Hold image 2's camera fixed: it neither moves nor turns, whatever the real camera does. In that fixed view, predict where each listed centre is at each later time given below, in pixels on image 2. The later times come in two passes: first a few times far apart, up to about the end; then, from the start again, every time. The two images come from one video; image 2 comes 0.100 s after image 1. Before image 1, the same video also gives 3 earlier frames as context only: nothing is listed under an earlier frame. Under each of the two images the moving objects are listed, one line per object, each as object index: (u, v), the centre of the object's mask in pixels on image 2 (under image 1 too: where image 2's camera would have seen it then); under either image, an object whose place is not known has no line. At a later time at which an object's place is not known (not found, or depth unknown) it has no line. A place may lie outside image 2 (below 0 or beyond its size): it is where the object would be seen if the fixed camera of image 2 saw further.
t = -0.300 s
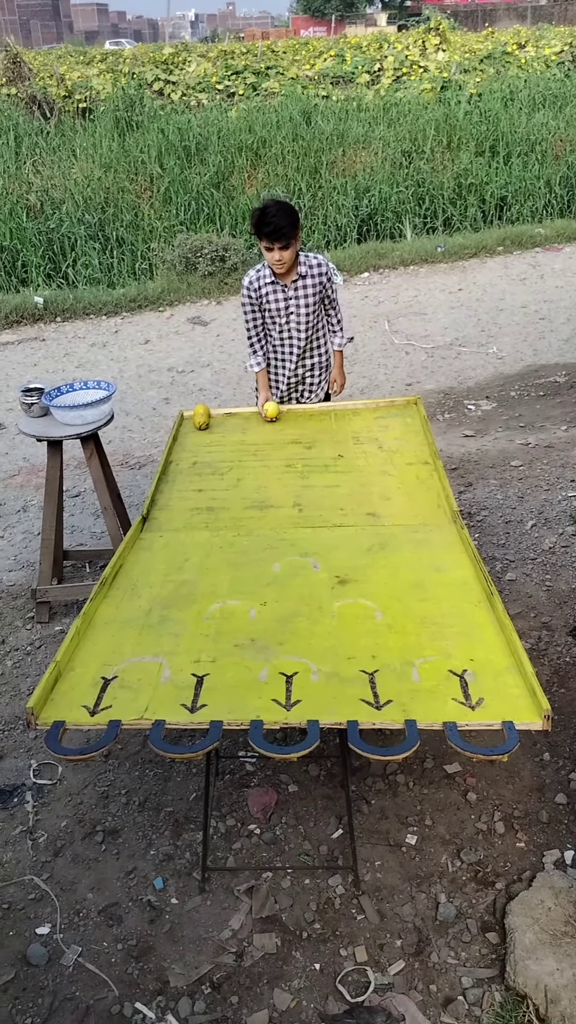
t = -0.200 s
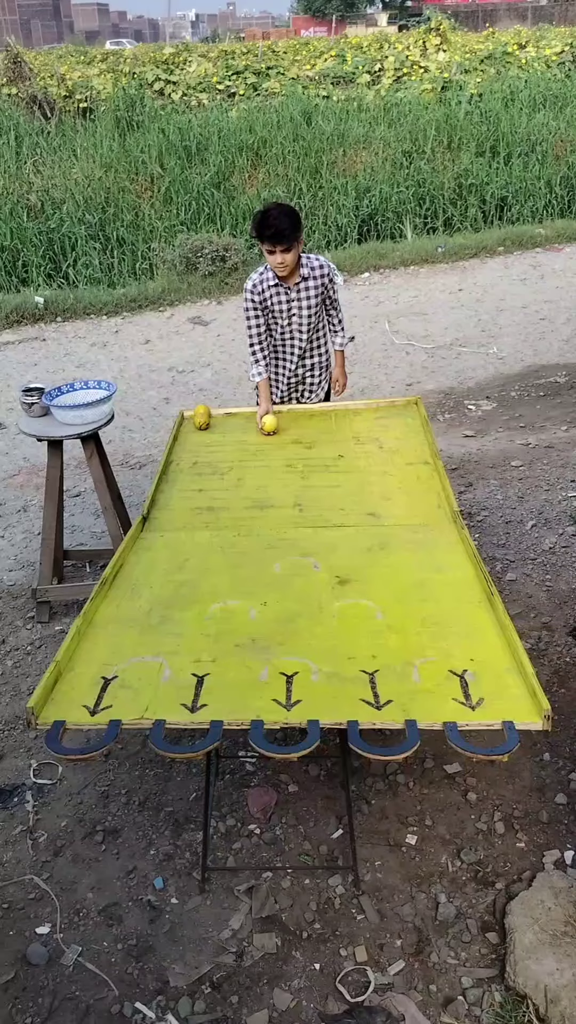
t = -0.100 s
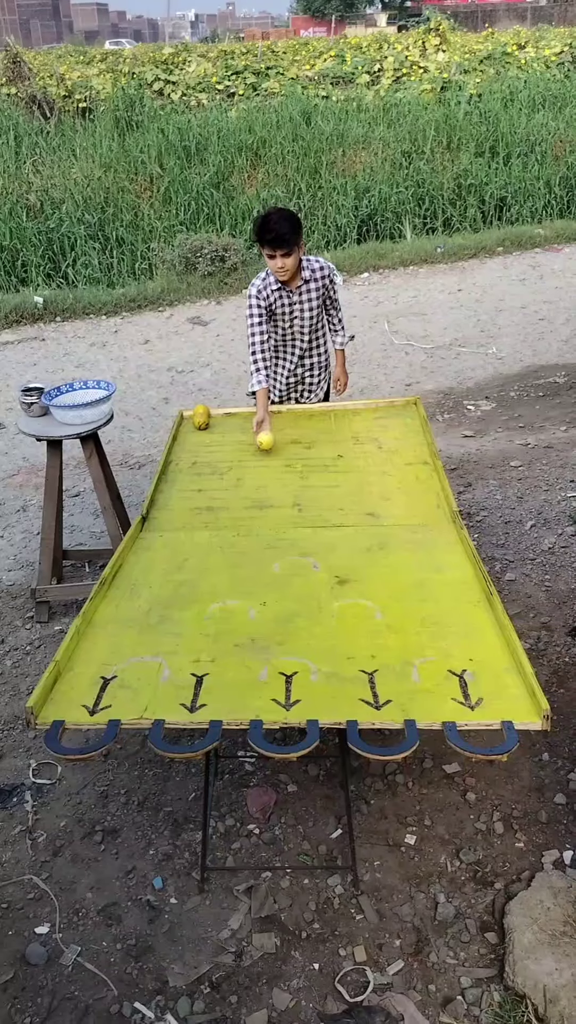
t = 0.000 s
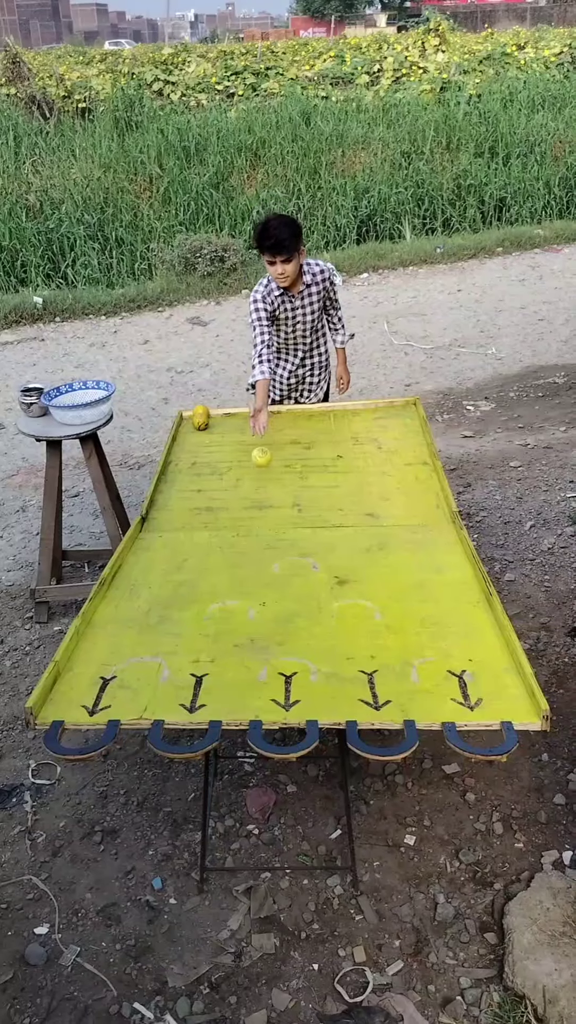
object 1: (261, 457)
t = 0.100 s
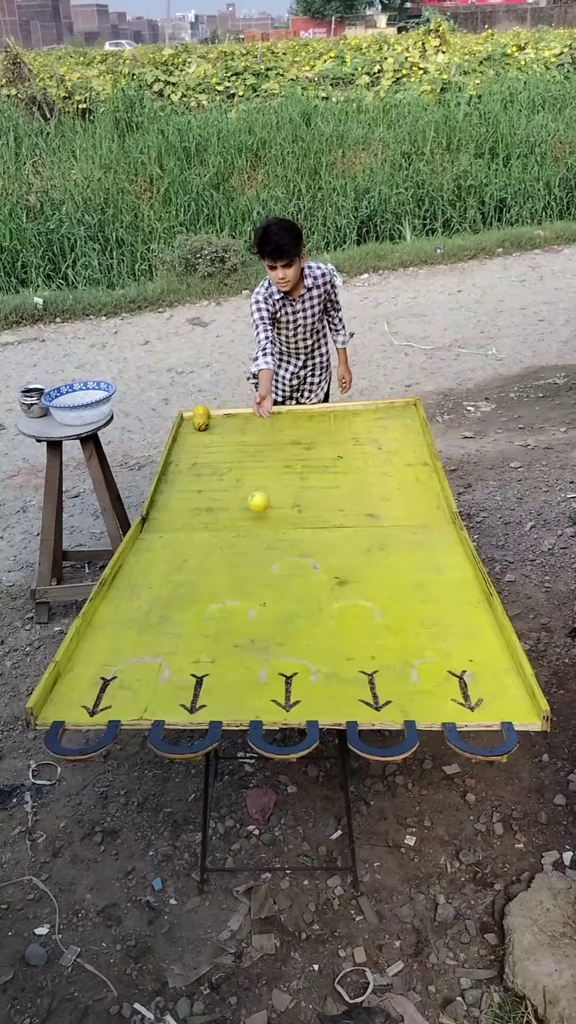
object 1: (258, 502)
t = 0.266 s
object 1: (252, 534)
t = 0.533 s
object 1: (240, 609)
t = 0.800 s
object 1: (226, 686)
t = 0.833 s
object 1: (226, 694)
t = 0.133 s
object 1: (258, 525)
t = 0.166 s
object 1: (256, 528)
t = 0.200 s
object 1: (255, 526)
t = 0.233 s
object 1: (254, 529)
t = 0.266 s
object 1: (252, 534)
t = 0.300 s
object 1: (251, 544)
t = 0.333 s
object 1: (250, 558)
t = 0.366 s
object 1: (249, 575)
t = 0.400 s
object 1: (248, 586)
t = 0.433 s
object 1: (246, 586)
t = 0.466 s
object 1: (244, 590)
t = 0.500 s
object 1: (242, 597)
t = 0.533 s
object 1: (240, 609)
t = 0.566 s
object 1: (239, 626)
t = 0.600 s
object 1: (237, 638)
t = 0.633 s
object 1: (235, 639)
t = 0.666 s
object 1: (233, 643)
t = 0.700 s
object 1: (231, 653)
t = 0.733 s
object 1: (230, 668)
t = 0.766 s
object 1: (229, 682)
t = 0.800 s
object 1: (226, 686)
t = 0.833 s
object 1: (226, 694)
